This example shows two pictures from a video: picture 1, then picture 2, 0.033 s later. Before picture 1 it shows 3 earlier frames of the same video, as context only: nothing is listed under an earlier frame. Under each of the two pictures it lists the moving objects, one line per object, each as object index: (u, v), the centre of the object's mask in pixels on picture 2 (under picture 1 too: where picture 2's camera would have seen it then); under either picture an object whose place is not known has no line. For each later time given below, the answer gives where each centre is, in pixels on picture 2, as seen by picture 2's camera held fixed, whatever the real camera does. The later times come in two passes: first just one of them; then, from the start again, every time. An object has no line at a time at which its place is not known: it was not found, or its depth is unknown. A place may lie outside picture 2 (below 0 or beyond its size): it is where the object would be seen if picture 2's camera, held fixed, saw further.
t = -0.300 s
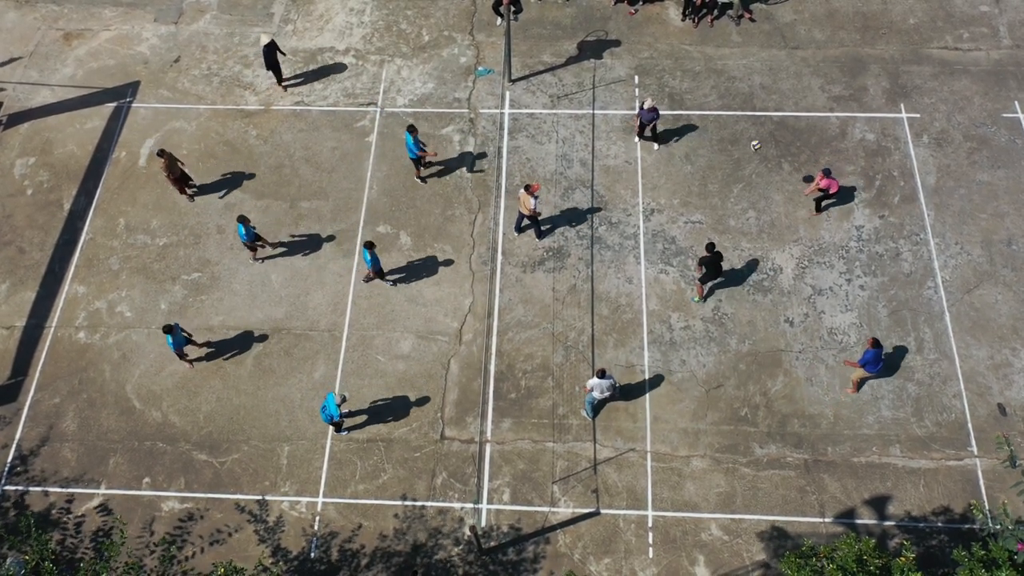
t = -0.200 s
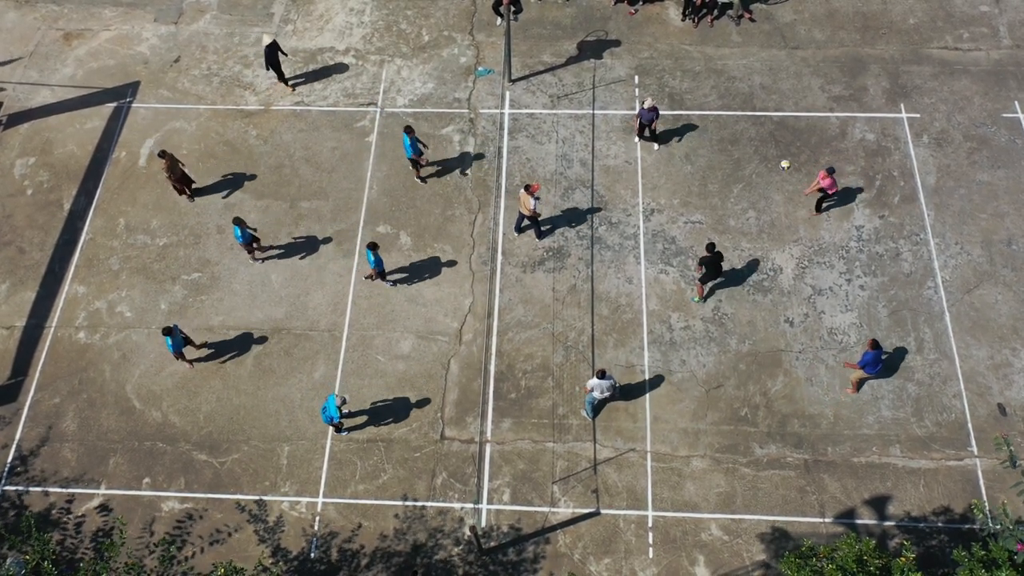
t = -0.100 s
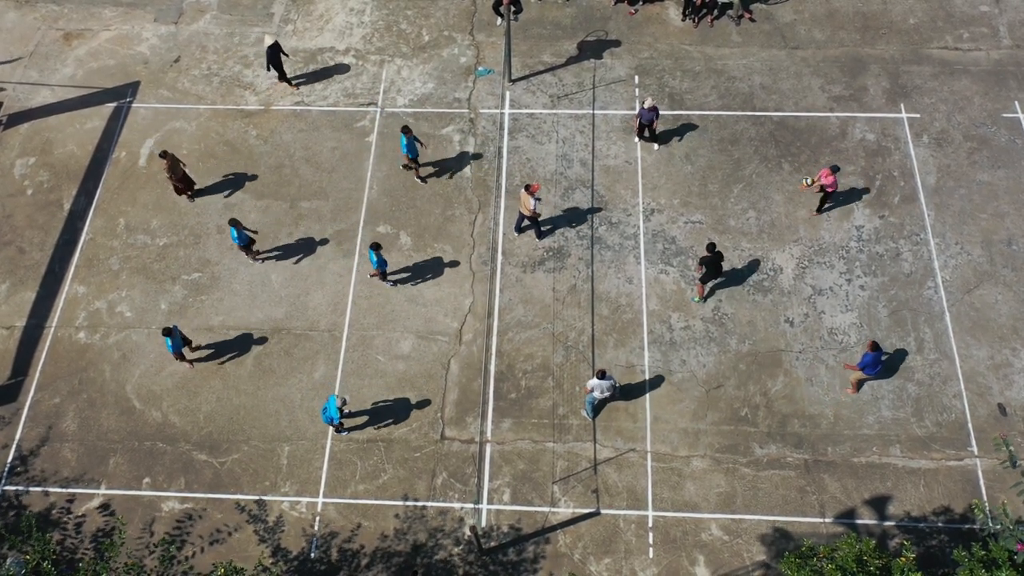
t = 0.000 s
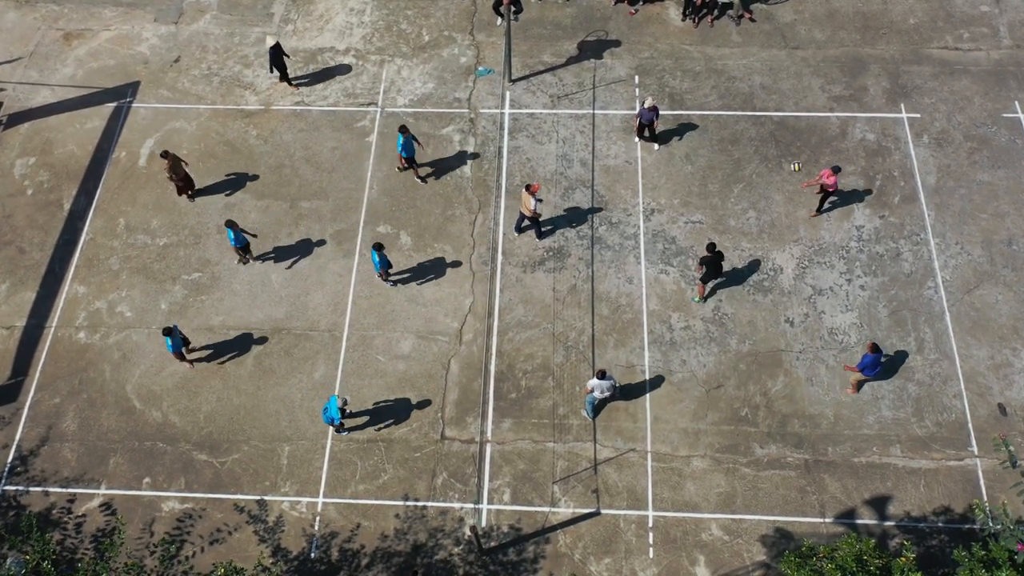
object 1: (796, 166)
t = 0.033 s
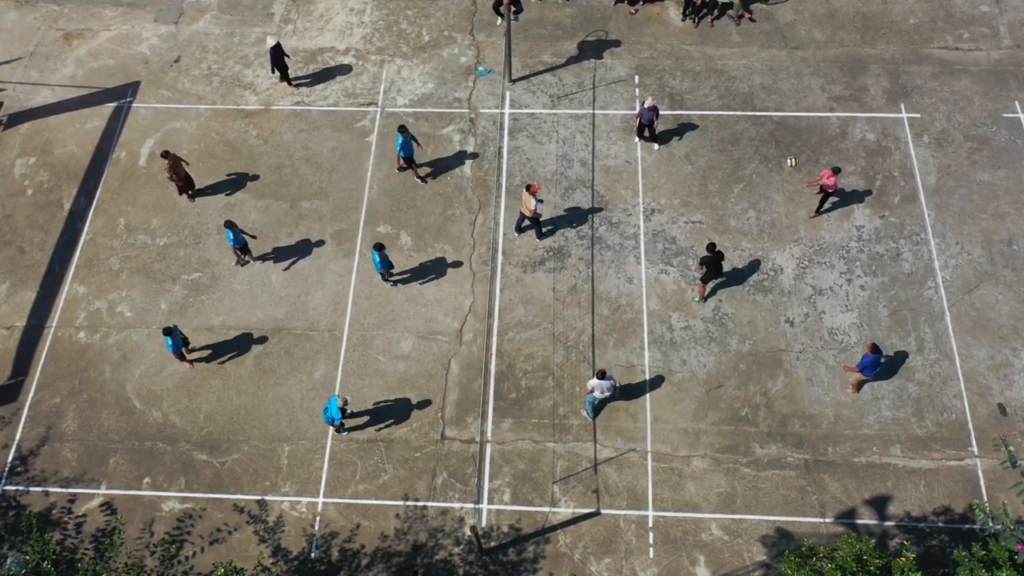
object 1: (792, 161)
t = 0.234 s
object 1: (762, 140)
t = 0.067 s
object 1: (787, 157)
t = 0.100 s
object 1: (783, 153)
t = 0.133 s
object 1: (778, 149)
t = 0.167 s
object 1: (773, 146)
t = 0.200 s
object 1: (767, 143)
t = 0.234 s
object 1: (762, 140)
